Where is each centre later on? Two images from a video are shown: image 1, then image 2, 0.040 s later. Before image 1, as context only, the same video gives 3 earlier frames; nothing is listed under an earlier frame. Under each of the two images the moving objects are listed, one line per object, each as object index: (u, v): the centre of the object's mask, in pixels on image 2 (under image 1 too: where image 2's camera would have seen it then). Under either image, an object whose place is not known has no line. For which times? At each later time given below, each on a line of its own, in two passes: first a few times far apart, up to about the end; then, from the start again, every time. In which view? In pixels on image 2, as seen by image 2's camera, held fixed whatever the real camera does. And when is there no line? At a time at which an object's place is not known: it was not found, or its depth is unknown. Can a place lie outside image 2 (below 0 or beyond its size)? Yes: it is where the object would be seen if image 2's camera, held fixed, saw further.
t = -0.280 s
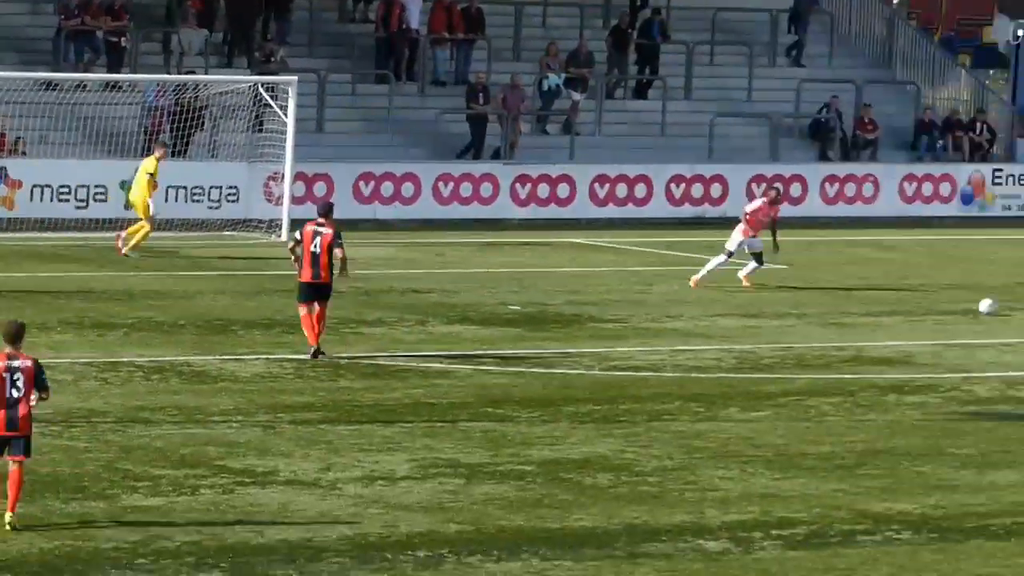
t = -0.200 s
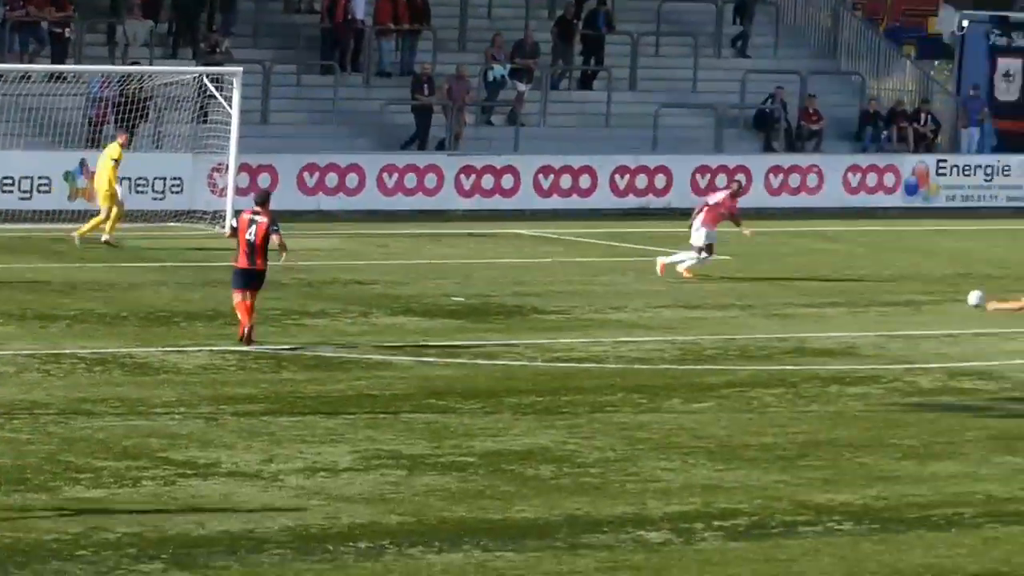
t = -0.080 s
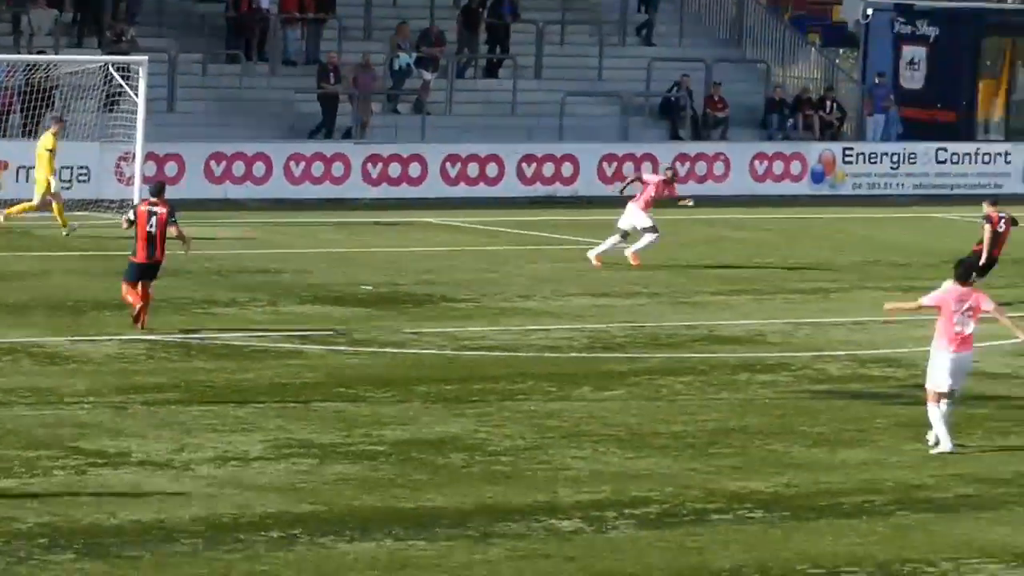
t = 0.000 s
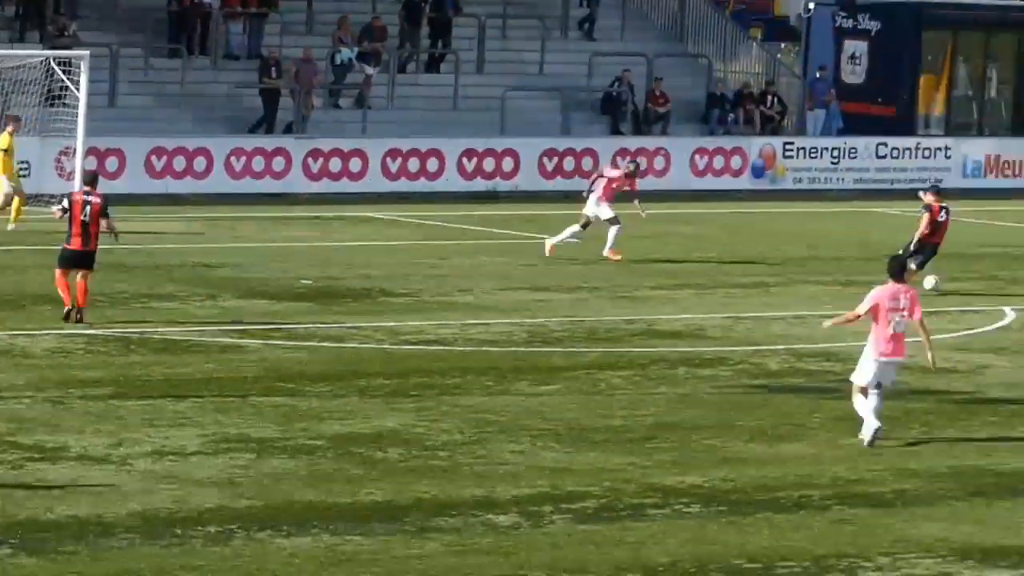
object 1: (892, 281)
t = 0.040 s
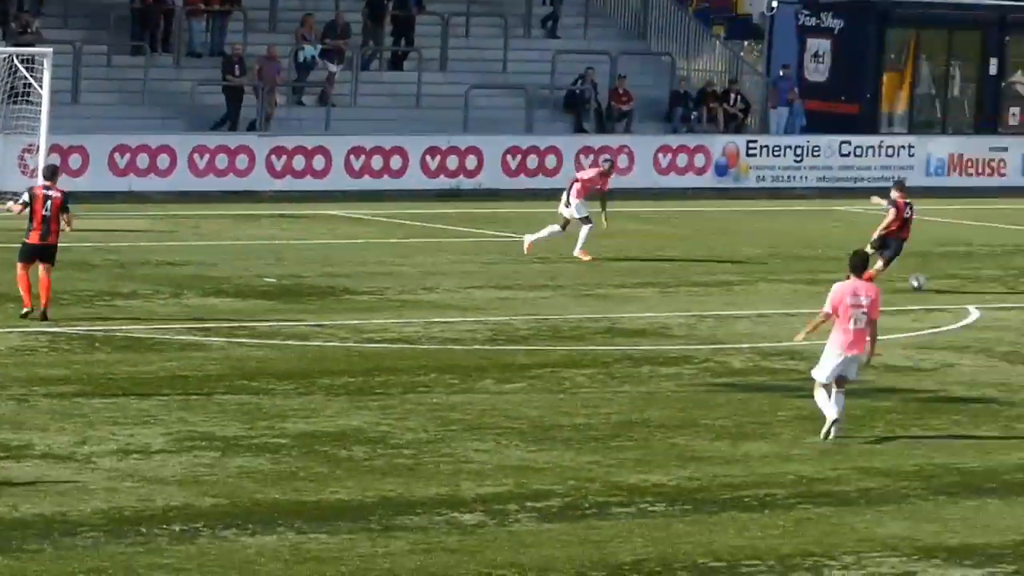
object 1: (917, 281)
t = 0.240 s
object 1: (1027, 284)
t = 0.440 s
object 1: (1136, 285)
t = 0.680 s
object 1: (1264, 286)
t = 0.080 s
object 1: (939, 284)
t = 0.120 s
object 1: (961, 282)
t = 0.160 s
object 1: (982, 283)
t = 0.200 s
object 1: (1004, 284)
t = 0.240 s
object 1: (1027, 284)
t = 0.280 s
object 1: (1048, 284)
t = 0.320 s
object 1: (1070, 284)
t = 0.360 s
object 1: (1092, 284)
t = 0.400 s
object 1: (1114, 284)
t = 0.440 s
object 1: (1136, 285)
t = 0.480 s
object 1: (1158, 285)
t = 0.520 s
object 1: (1179, 286)
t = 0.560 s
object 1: (1200, 286)
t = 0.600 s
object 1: (1222, 286)
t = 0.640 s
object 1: (1243, 287)
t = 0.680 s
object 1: (1264, 286)
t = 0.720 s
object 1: (1281, 287)
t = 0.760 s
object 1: (1301, 288)
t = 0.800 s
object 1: (1322, 289)
